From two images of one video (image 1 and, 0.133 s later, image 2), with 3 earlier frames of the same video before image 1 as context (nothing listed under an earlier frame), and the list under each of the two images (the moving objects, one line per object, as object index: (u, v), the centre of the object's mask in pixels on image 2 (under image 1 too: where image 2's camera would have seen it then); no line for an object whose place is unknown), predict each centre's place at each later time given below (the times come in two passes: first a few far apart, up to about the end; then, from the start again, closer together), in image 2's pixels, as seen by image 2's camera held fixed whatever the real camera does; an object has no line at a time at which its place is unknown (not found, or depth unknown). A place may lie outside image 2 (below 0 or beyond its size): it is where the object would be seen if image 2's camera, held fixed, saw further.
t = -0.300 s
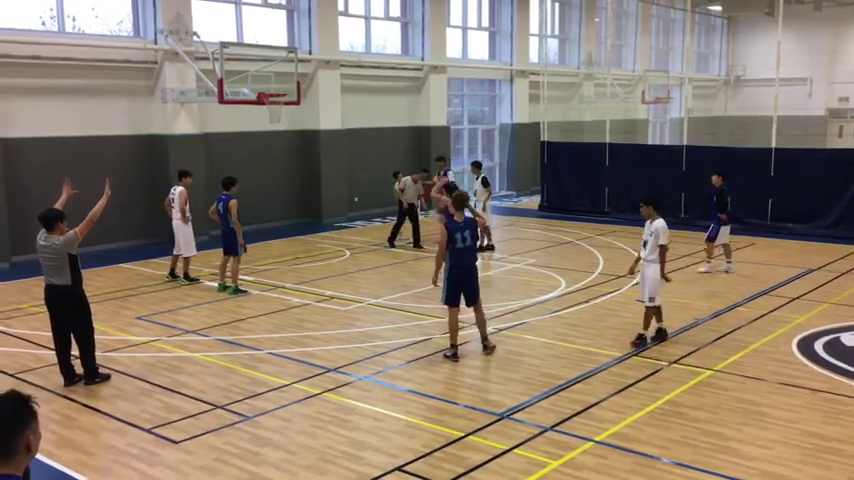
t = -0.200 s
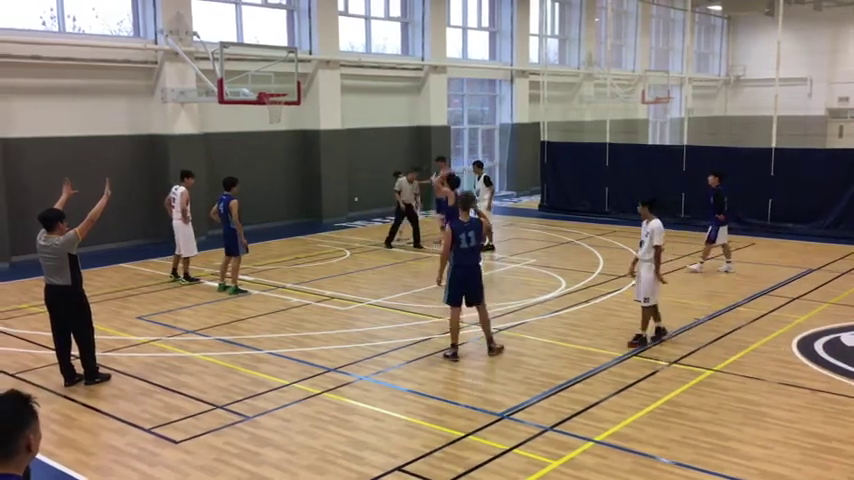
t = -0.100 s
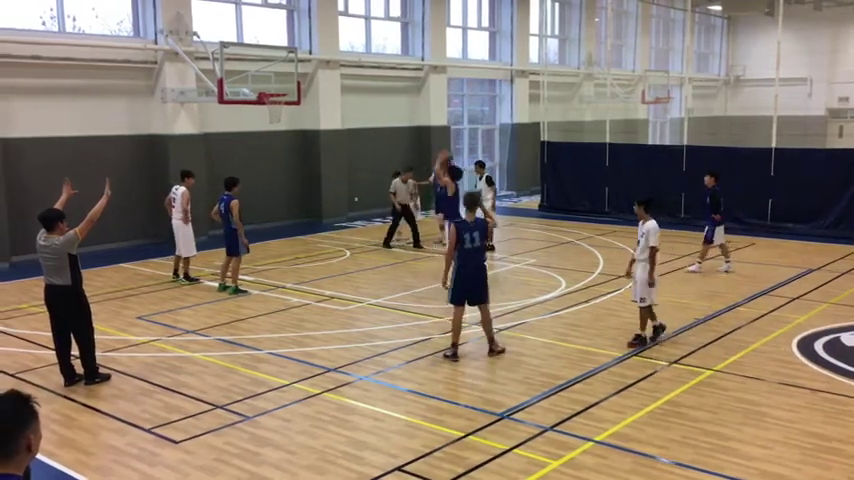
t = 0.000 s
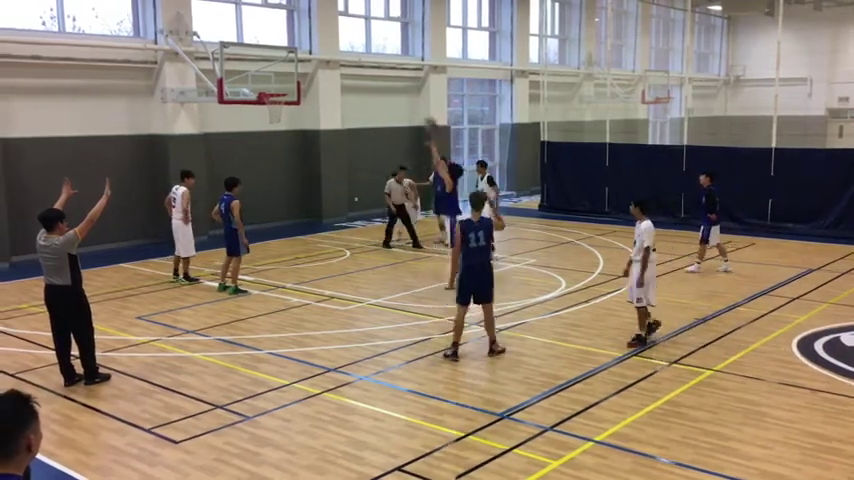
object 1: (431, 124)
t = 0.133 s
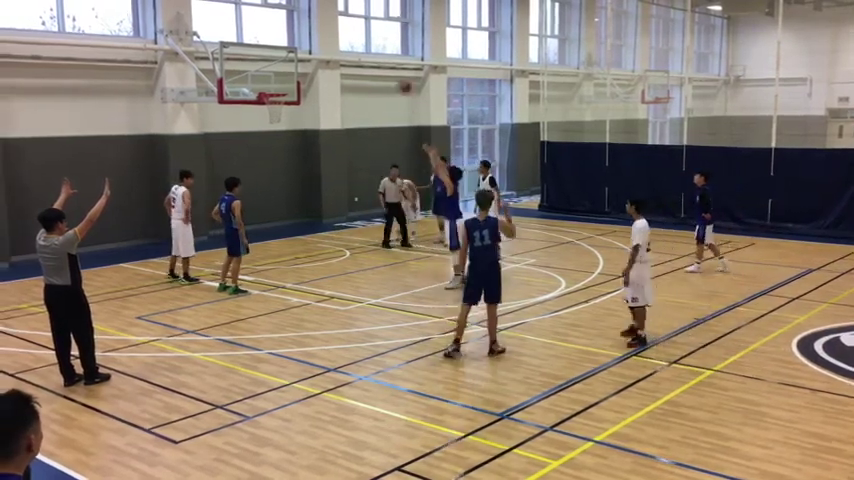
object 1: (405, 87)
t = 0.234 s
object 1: (386, 65)
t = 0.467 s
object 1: (344, 41)
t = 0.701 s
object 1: (308, 49)
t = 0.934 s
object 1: (278, 86)
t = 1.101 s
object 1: (273, 99)
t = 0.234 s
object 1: (386, 65)
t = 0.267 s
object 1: (379, 60)
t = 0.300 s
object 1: (373, 54)
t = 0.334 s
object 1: (367, 50)
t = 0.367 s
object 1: (361, 47)
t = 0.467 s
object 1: (344, 41)
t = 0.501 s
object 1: (339, 40)
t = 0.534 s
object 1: (334, 40)
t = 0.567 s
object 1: (329, 41)
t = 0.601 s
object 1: (323, 42)
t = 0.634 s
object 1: (319, 44)
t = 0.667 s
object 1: (314, 46)
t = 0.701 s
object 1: (308, 49)
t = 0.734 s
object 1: (304, 54)
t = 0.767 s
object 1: (300, 57)
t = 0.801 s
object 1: (295, 61)
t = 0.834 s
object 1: (291, 68)
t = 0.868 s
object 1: (285, 73)
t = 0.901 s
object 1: (281, 79)
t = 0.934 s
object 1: (278, 86)
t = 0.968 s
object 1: (274, 89)
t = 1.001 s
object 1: (272, 89)
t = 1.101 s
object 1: (273, 99)
